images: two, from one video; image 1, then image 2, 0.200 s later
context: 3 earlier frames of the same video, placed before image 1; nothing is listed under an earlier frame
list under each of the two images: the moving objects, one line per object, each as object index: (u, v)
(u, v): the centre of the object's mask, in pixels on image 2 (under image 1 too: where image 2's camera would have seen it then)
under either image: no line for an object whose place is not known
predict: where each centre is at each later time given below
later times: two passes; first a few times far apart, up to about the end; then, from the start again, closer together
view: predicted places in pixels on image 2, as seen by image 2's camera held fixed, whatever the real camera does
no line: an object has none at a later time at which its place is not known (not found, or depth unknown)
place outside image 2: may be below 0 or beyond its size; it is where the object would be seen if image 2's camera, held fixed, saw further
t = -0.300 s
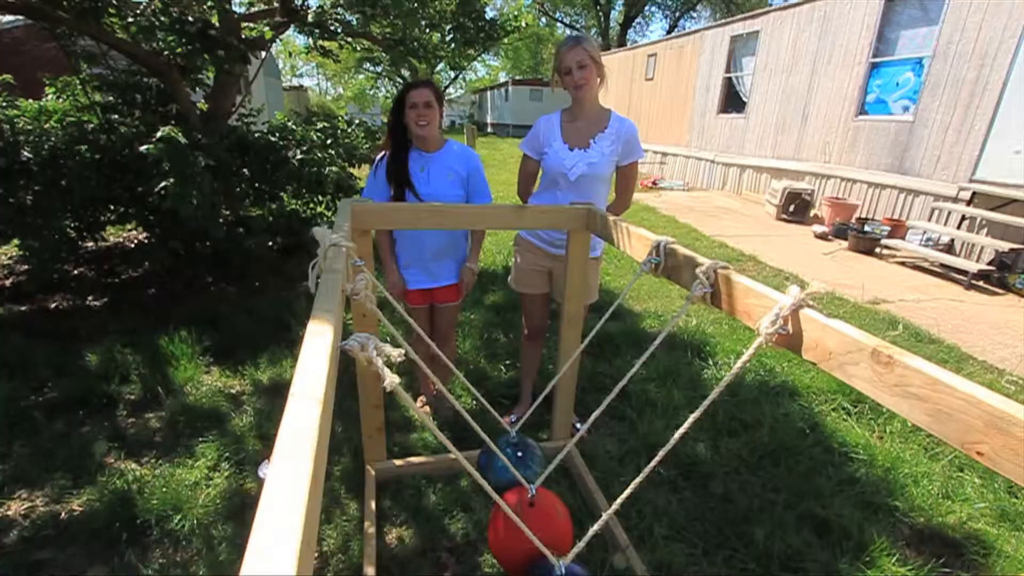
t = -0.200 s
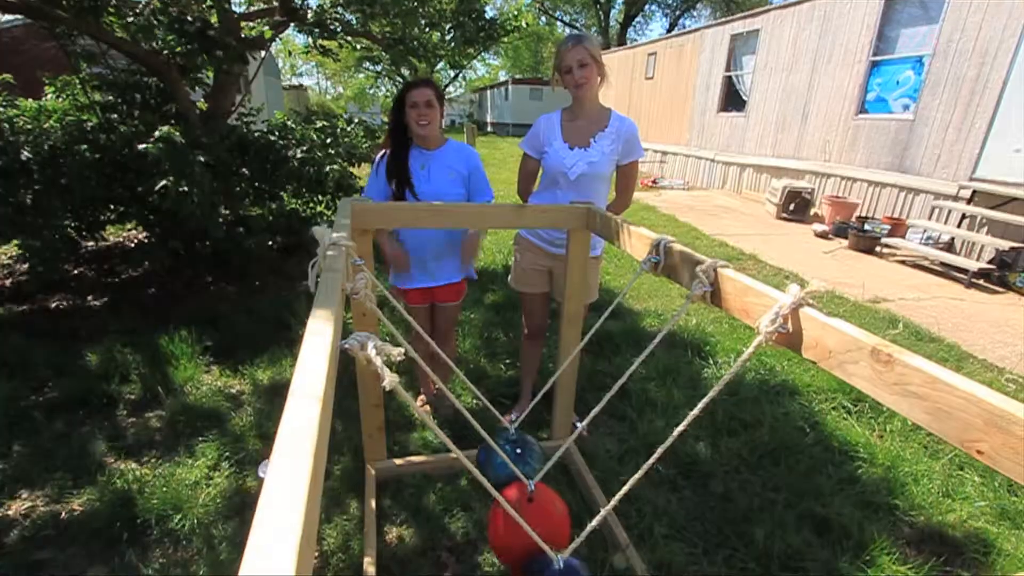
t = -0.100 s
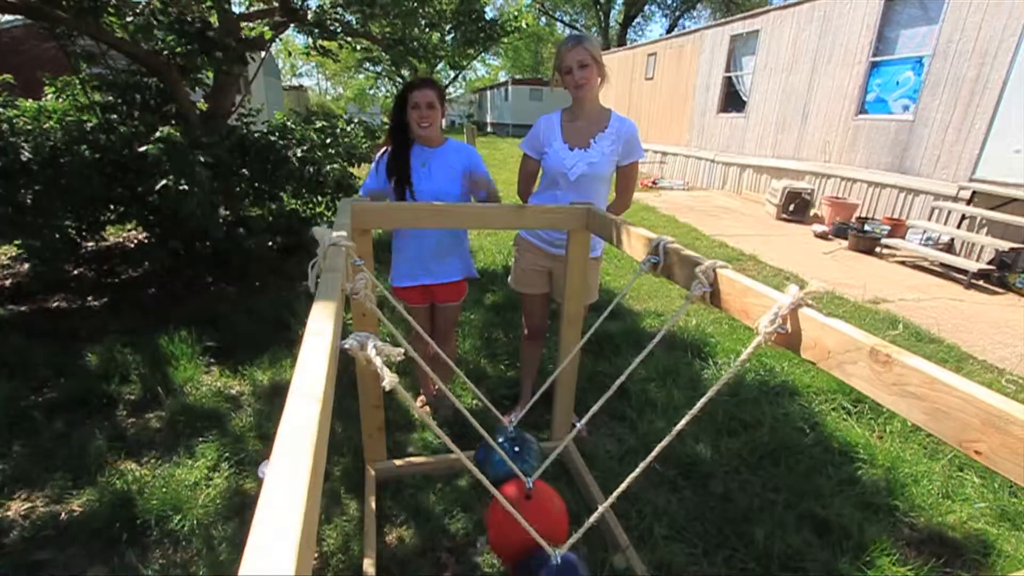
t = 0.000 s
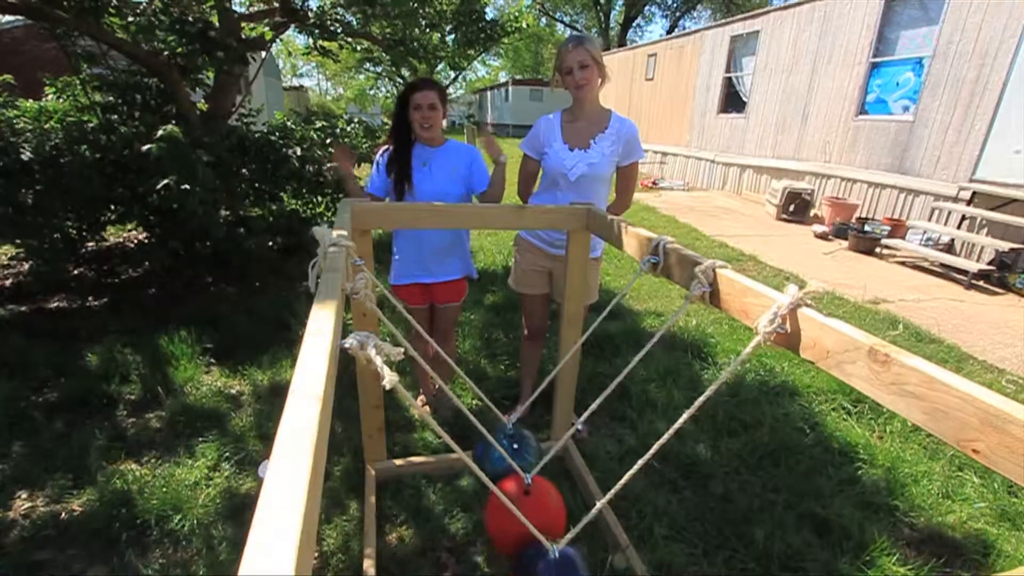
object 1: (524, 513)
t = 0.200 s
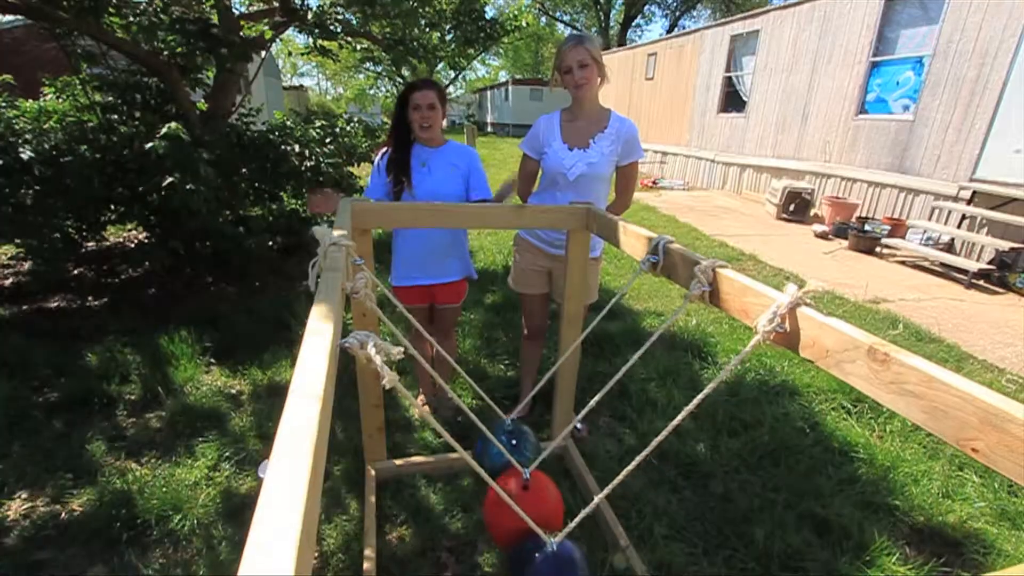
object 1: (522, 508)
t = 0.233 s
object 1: (522, 507)
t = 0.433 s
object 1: (523, 508)
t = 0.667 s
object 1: (525, 518)
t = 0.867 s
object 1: (528, 526)
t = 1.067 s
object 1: (530, 530)
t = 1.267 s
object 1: (529, 529)
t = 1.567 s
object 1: (525, 518)
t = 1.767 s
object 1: (523, 510)
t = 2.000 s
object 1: (523, 508)
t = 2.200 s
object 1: (524, 512)
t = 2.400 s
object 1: (527, 521)
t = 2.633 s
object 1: (529, 528)
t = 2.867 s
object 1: (529, 530)
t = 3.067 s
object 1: (528, 526)
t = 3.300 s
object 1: (524, 515)
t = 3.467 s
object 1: (523, 510)
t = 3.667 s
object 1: (522, 509)
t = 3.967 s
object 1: (525, 517)
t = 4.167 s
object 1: (528, 524)
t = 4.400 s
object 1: (529, 528)
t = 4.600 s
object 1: (528, 527)
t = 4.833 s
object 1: (526, 519)
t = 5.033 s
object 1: (524, 513)
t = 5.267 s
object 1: (523, 511)
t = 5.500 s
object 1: (524, 513)
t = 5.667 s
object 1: (526, 519)
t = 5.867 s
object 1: (528, 525)
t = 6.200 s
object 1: (529, 527)
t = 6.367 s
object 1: (527, 523)
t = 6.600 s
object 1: (525, 516)
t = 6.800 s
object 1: (523, 512)
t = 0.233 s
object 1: (522, 507)
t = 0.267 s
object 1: (522, 507)
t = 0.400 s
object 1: (523, 507)
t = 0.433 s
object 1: (523, 508)
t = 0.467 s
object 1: (523, 509)
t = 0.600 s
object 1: (524, 513)
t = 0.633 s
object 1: (525, 516)
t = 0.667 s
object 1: (525, 518)
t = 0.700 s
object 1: (525, 519)
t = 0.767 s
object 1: (526, 522)
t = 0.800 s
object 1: (527, 524)
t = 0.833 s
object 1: (527, 525)
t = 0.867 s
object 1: (528, 526)
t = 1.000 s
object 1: (529, 529)
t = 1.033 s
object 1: (529, 530)
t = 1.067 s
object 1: (530, 530)
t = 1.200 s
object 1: (529, 530)
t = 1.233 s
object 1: (529, 529)
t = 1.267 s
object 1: (529, 529)
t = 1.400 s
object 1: (527, 526)
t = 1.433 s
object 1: (527, 525)
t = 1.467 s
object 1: (527, 524)
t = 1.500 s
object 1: (526, 522)
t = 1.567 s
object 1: (525, 518)
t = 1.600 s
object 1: (525, 517)
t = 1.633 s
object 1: (525, 515)
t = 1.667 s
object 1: (524, 514)
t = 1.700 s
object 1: (524, 513)
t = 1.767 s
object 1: (523, 510)
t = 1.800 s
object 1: (523, 510)
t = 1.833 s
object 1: (523, 509)
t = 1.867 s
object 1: (523, 509)
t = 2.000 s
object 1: (523, 508)
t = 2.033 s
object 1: (523, 509)
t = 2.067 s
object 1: (523, 509)
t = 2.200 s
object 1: (524, 512)
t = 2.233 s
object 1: (524, 513)
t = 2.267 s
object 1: (525, 514)
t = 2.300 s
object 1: (525, 515)
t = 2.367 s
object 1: (526, 519)
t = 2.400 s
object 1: (527, 521)
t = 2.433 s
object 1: (527, 522)
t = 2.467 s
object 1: (527, 524)
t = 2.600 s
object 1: (528, 528)
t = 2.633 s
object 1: (529, 528)
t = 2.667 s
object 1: (529, 529)
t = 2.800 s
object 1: (529, 529)
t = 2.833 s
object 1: (529, 529)
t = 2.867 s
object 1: (529, 530)
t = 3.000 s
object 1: (528, 527)
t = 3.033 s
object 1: (527, 526)
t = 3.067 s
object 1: (528, 526)
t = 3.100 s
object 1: (527, 524)
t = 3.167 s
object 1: (526, 520)
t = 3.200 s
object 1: (526, 519)
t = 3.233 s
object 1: (526, 518)
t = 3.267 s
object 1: (525, 517)
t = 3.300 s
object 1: (524, 515)
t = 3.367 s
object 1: (524, 513)
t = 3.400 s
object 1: (523, 512)
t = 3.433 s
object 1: (523, 512)
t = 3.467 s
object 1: (523, 510)
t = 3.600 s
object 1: (522, 509)
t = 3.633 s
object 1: (522, 509)
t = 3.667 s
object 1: (522, 509)
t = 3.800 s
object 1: (523, 511)
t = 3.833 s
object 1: (524, 513)
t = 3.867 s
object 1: (524, 513)
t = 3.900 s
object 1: (524, 514)
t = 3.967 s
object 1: (525, 517)
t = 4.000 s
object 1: (525, 518)
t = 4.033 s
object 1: (526, 519)
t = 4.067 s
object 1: (526, 520)
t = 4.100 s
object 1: (527, 522)
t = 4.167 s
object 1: (528, 524)
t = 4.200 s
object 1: (528, 526)
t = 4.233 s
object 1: (528, 526)
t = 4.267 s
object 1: (528, 527)
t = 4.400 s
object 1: (529, 528)
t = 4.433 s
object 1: (529, 528)
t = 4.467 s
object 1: (529, 528)
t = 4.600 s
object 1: (528, 527)
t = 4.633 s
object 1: (528, 526)
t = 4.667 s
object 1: (528, 525)
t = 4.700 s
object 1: (527, 525)
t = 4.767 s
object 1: (527, 521)
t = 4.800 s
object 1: (526, 521)
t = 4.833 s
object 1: (526, 519)
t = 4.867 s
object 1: (525, 519)
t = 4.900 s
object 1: (525, 517)
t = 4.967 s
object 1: (524, 515)
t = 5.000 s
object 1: (524, 514)
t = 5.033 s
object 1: (524, 513)
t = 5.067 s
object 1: (524, 513)
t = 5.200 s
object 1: (523, 511)
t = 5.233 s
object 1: (523, 511)
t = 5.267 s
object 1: (523, 511)
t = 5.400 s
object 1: (523, 511)
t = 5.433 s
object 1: (523, 512)
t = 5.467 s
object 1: (524, 512)
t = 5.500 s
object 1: (524, 513)
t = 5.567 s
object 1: (525, 516)
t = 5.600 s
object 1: (525, 517)
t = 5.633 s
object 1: (526, 518)
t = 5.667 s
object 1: (526, 519)
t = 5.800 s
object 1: (528, 524)
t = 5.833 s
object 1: (528, 524)
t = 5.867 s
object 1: (528, 525)
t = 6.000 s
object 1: (529, 527)
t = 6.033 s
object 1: (529, 528)
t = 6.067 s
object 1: (529, 528)
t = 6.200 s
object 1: (529, 527)
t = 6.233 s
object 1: (528, 527)
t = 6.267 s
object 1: (528, 526)
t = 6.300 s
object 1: (528, 525)
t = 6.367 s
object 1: (527, 523)
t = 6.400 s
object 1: (527, 522)
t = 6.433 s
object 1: (526, 521)
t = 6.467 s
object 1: (526, 520)
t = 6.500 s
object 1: (526, 519)
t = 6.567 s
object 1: (525, 517)
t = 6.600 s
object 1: (525, 516)
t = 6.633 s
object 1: (524, 515)
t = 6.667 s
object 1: (524, 514)
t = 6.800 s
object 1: (523, 512)
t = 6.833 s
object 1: (523, 512)
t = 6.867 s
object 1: (523, 512)
